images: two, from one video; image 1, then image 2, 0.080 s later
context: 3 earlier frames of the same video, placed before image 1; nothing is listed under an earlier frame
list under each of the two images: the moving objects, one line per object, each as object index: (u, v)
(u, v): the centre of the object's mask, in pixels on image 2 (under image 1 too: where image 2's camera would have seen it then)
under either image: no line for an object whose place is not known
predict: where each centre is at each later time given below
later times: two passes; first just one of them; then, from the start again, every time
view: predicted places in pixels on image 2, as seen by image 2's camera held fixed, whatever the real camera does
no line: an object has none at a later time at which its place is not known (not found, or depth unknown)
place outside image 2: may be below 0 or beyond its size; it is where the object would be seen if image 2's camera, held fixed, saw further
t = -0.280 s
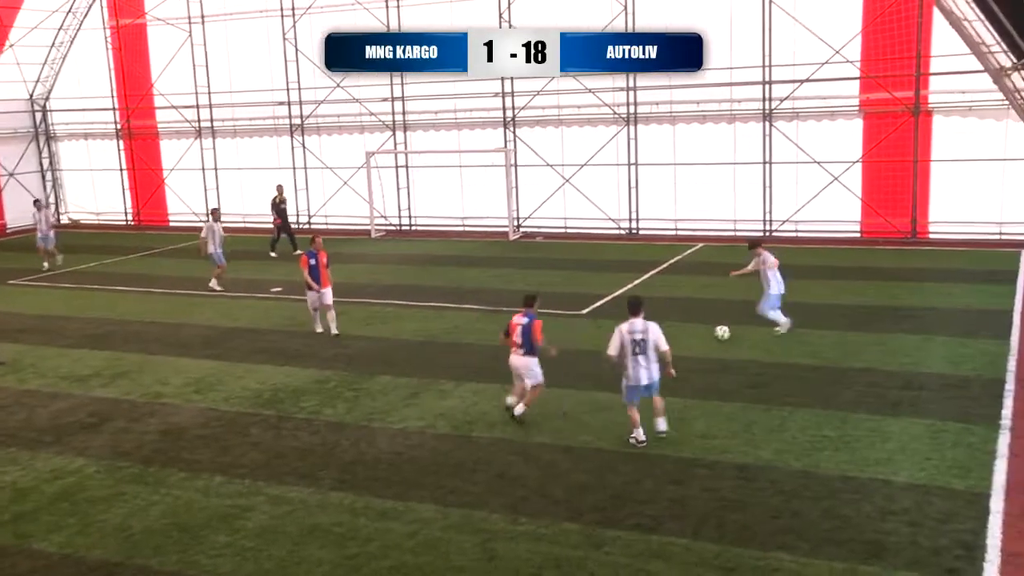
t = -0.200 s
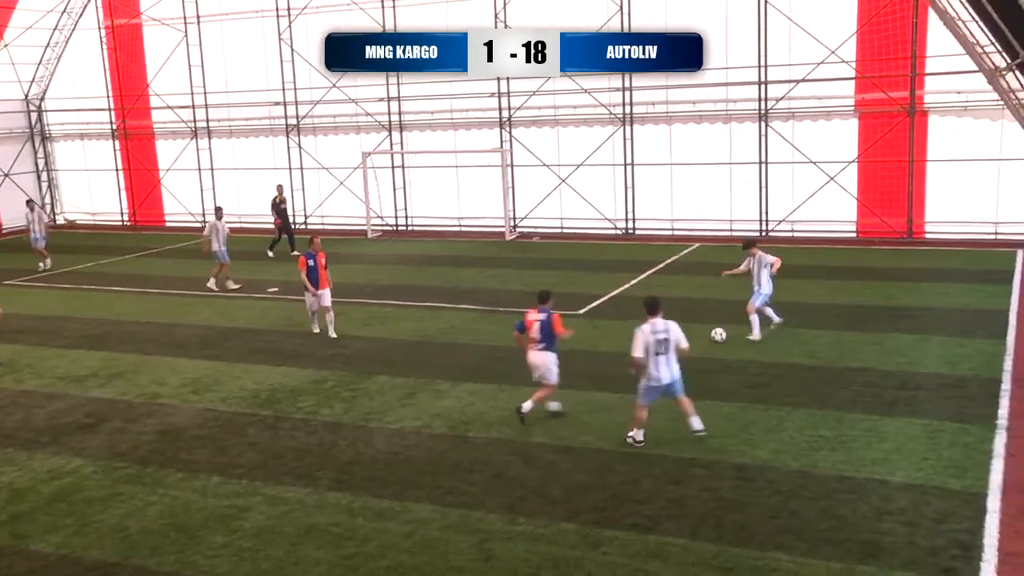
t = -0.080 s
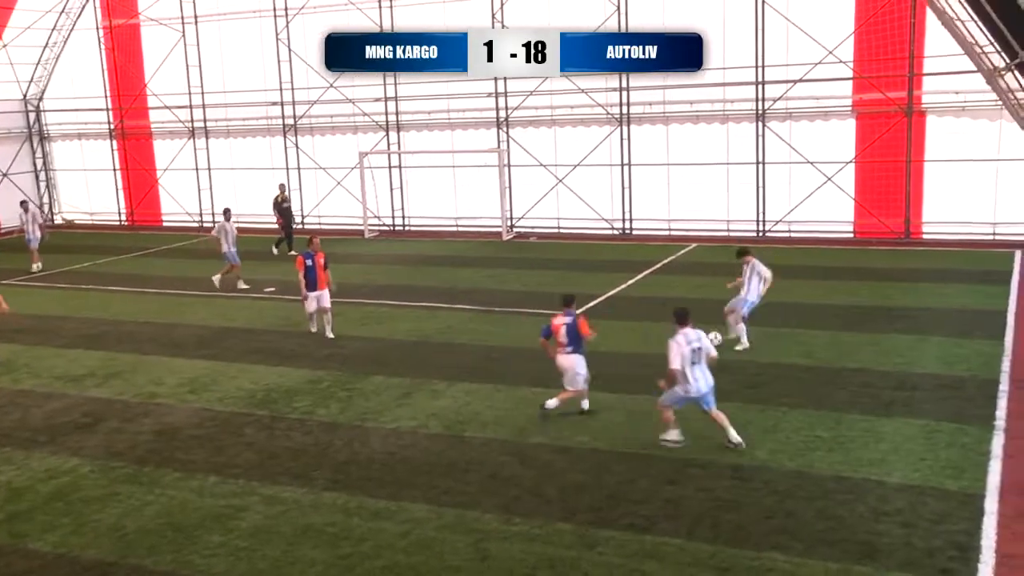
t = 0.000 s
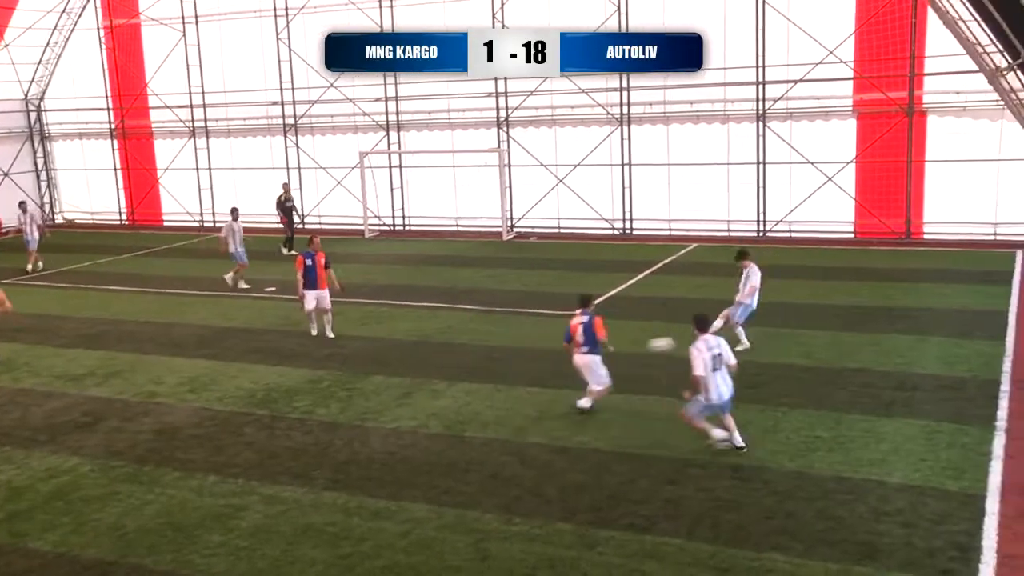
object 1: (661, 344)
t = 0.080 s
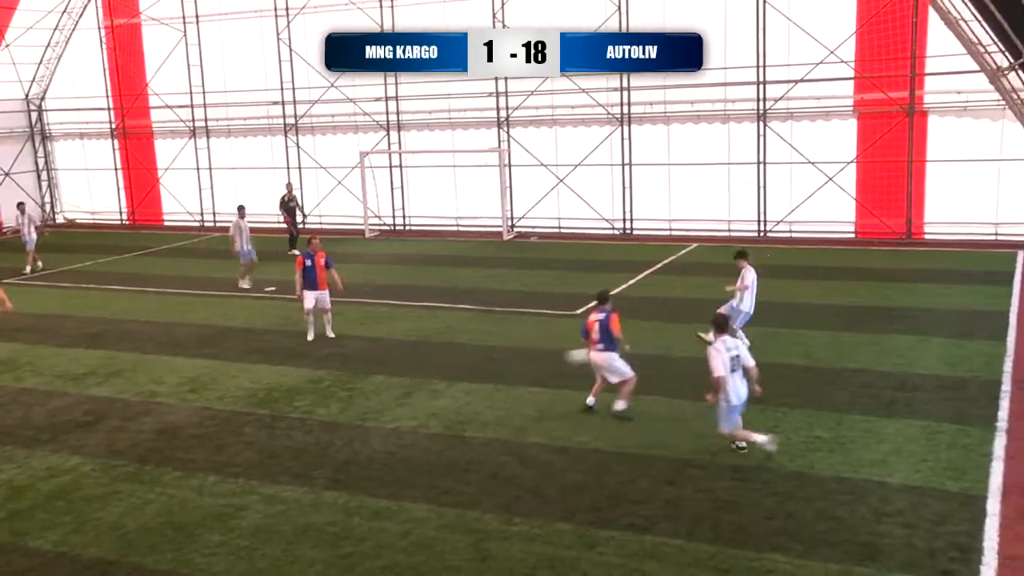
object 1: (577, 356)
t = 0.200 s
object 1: (446, 382)
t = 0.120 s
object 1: (537, 363)
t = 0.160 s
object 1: (492, 372)
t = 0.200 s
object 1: (446, 382)
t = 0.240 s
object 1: (399, 395)
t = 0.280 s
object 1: (350, 411)
